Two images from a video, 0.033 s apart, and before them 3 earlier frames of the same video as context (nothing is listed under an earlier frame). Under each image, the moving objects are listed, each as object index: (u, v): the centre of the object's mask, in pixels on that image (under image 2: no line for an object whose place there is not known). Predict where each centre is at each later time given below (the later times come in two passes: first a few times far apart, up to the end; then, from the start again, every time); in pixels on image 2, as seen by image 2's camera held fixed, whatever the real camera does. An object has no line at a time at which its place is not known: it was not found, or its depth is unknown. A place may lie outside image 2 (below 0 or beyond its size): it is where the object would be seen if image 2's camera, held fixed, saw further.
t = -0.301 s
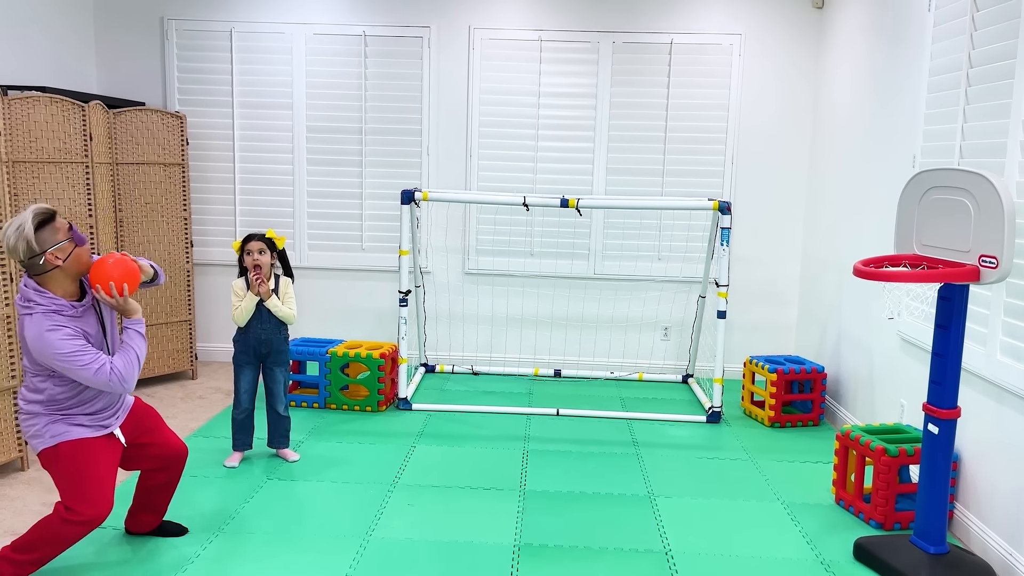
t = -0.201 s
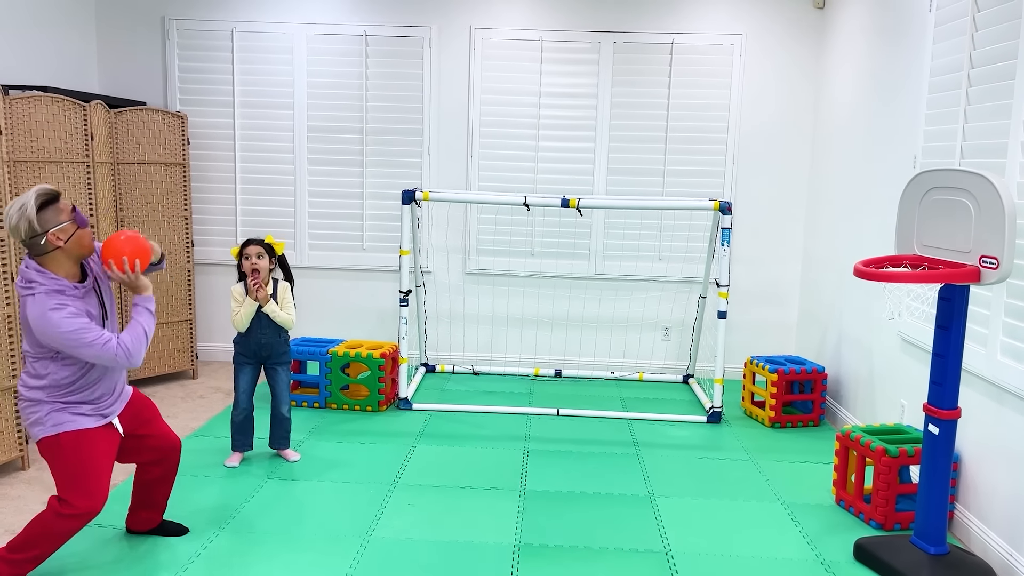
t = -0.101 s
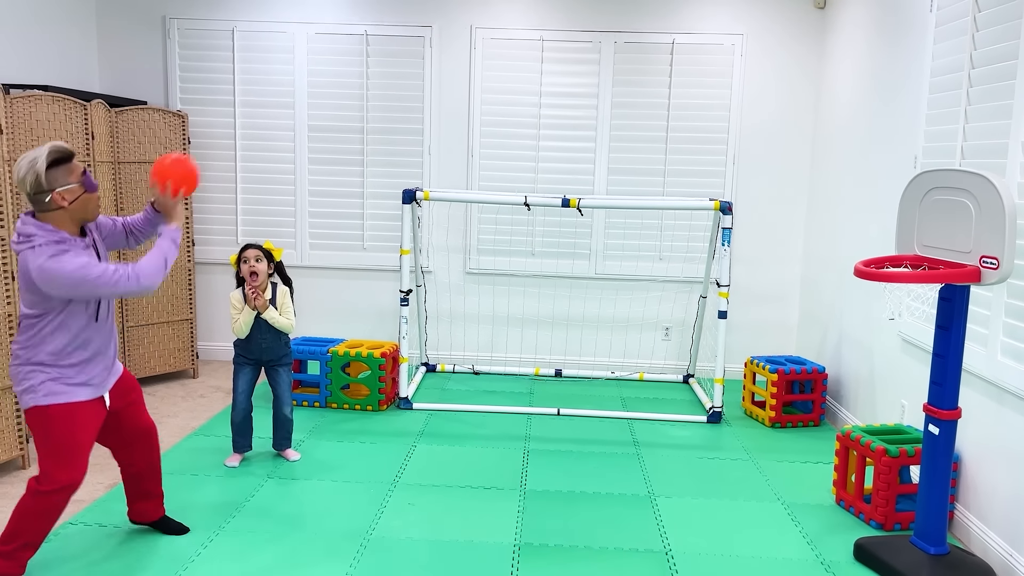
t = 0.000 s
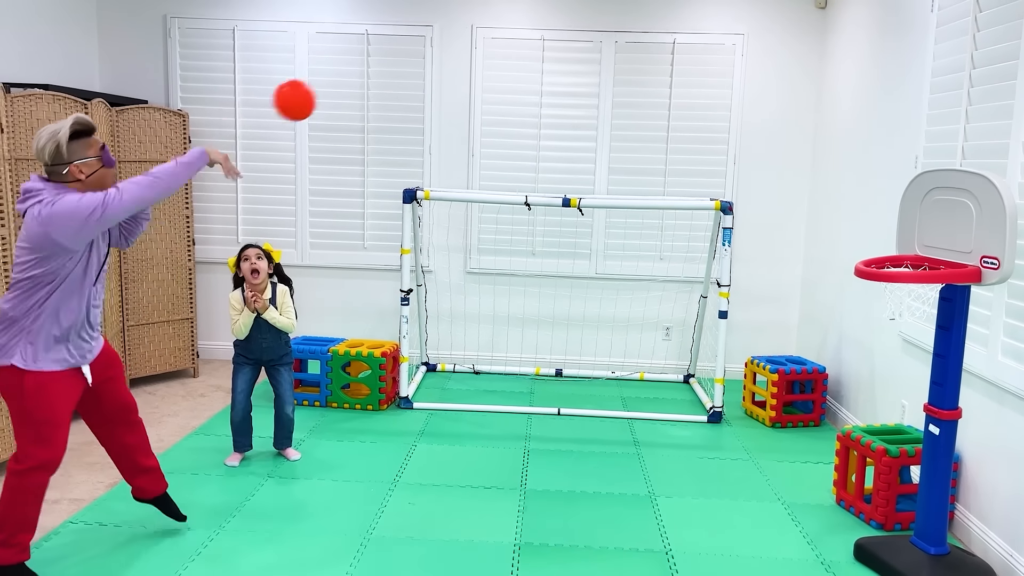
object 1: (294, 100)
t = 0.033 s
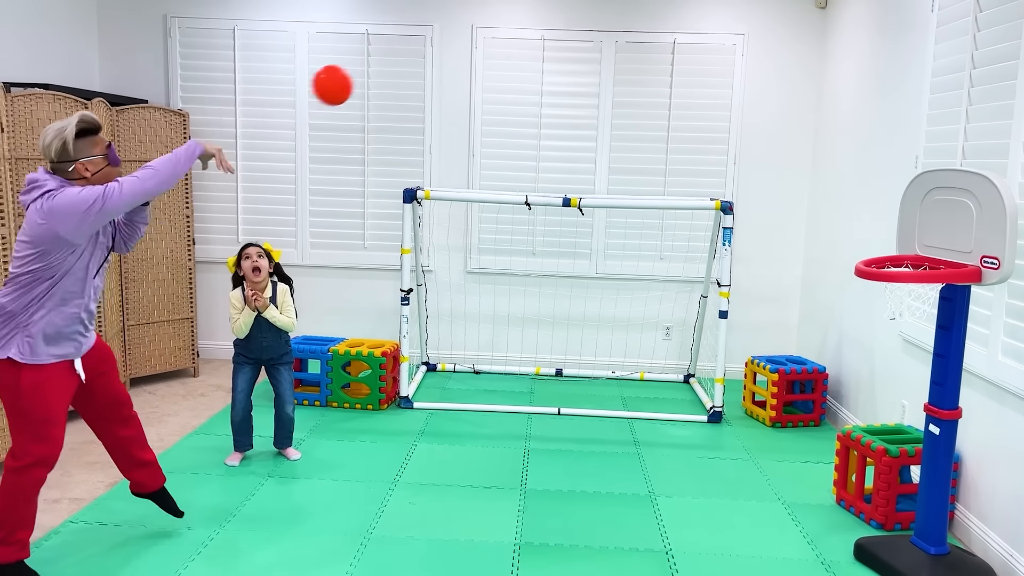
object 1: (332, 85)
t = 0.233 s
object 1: (509, 65)
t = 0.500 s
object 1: (659, 150)
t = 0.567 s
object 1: (687, 185)
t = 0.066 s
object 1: (367, 74)
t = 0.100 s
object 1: (399, 67)
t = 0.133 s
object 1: (430, 63)
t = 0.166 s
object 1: (458, 61)
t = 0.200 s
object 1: (484, 62)
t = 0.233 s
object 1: (509, 65)
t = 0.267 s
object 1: (532, 70)
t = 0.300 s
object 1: (554, 77)
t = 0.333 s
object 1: (574, 85)
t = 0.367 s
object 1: (593, 95)
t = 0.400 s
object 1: (612, 107)
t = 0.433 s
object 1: (628, 120)
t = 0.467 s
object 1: (644, 135)
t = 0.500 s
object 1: (659, 150)
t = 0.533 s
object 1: (674, 167)
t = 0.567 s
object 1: (687, 185)
